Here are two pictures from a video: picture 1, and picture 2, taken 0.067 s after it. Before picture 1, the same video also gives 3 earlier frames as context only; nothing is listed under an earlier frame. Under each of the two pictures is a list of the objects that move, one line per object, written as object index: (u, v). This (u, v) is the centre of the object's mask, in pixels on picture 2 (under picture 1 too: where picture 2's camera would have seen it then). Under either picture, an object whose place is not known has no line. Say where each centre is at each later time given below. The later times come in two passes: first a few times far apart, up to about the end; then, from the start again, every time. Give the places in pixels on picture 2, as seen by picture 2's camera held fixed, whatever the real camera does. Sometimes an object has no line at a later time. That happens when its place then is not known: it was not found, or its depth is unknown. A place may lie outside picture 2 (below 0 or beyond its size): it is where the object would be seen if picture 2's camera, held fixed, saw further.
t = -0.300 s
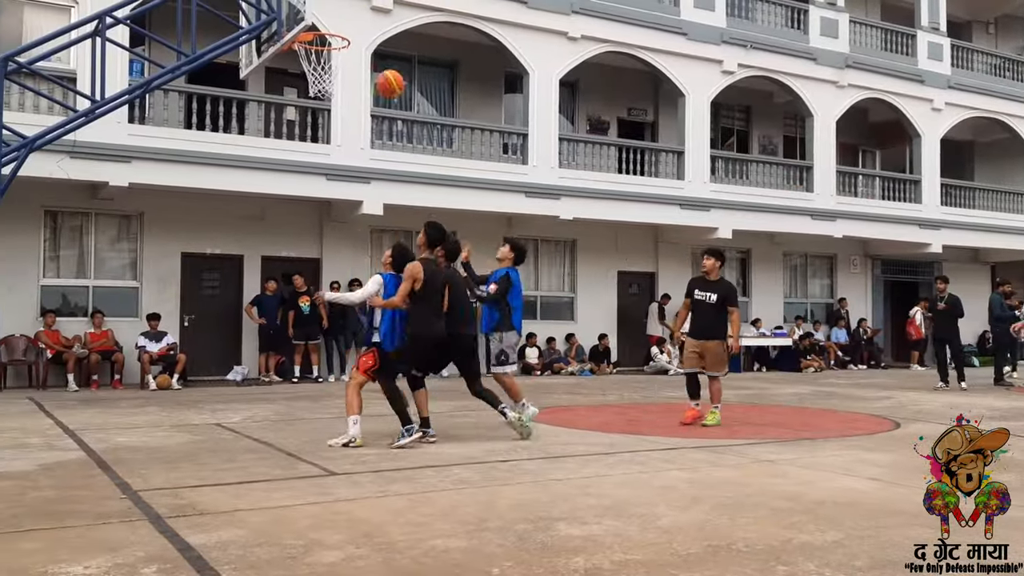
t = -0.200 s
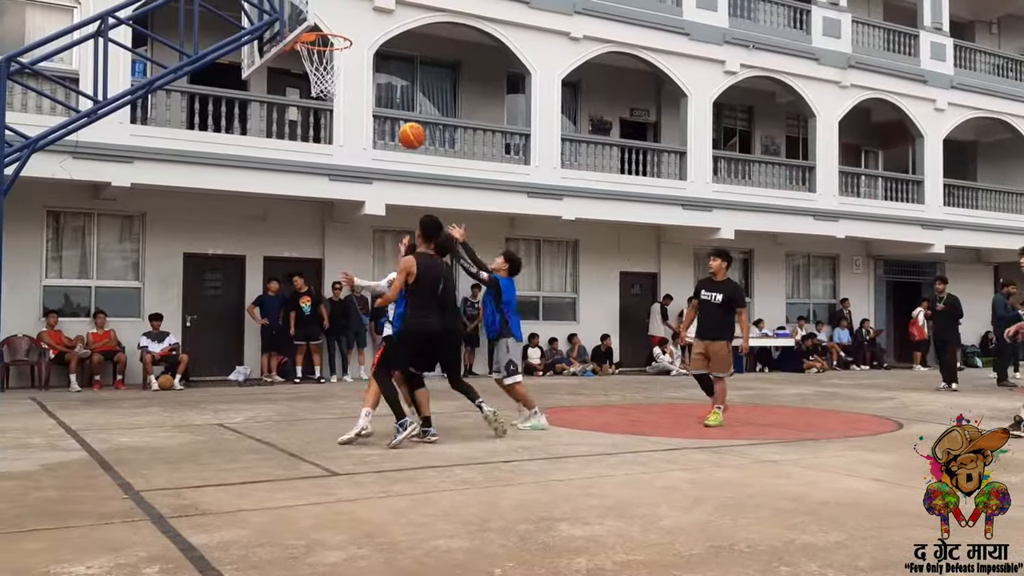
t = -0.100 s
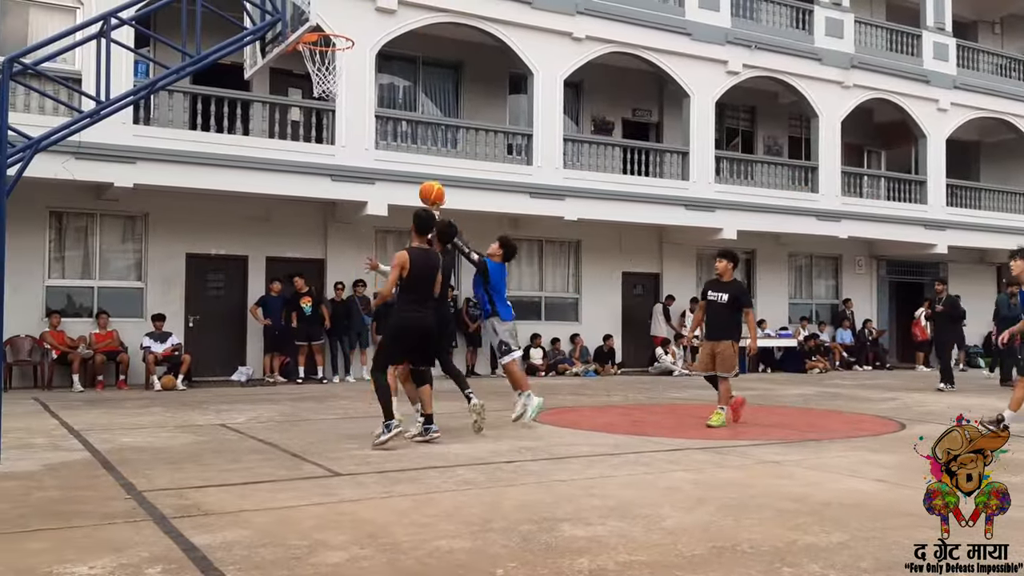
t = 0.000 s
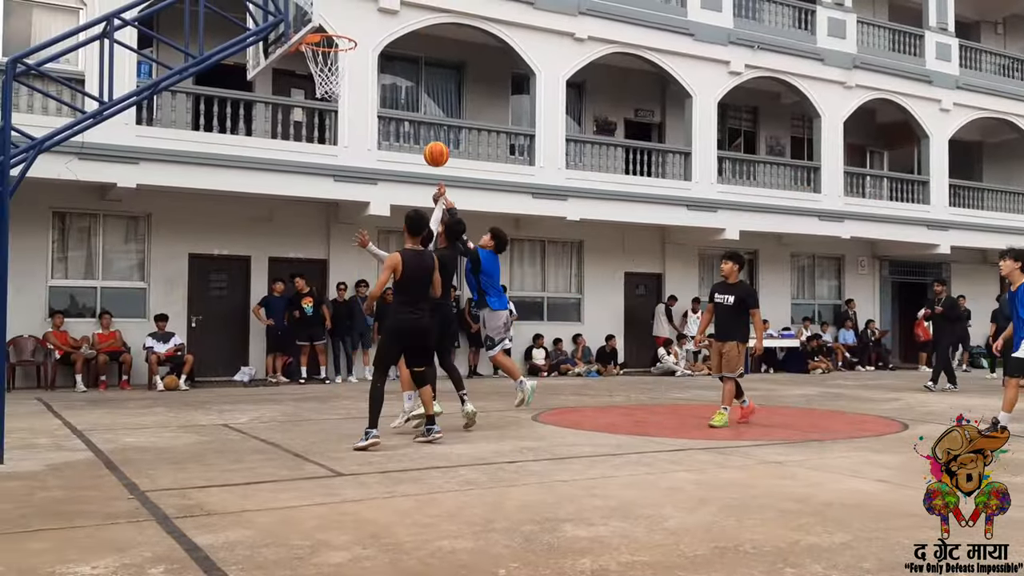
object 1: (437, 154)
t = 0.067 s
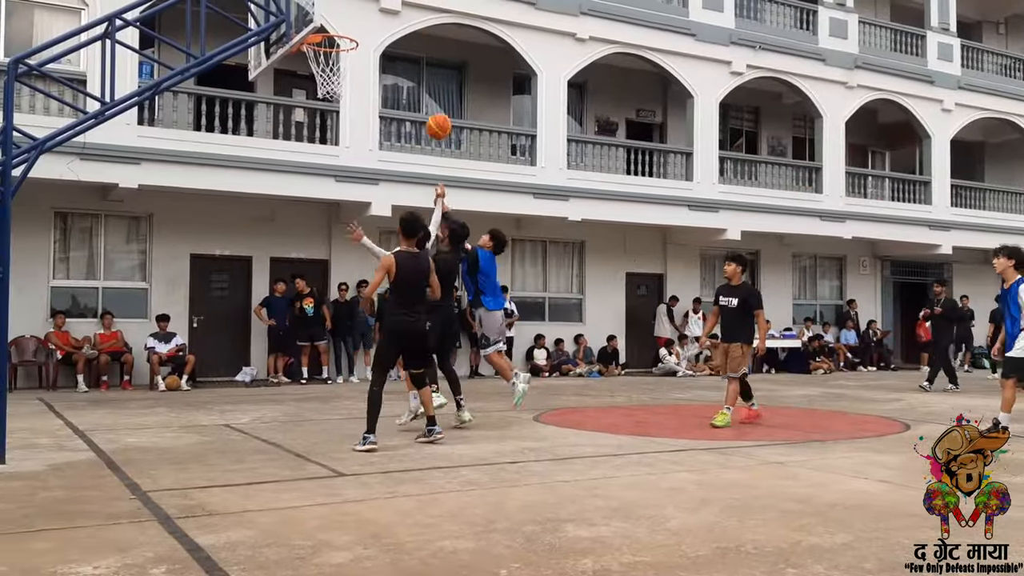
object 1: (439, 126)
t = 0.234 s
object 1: (441, 73)
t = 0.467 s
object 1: (444, 49)
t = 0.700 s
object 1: (448, 81)
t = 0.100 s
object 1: (440, 113)
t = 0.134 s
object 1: (440, 102)
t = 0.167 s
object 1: (441, 91)
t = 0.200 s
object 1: (441, 81)
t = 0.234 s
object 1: (441, 73)
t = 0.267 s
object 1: (442, 66)
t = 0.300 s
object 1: (442, 61)
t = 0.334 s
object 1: (443, 56)
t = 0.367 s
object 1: (443, 52)
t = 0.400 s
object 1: (444, 50)
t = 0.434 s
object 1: (444, 49)
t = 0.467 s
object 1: (444, 49)
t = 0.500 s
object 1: (445, 50)
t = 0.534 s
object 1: (445, 52)
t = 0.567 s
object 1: (446, 56)
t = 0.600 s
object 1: (446, 60)
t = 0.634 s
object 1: (447, 66)
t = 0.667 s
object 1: (447, 72)
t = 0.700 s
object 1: (448, 81)
